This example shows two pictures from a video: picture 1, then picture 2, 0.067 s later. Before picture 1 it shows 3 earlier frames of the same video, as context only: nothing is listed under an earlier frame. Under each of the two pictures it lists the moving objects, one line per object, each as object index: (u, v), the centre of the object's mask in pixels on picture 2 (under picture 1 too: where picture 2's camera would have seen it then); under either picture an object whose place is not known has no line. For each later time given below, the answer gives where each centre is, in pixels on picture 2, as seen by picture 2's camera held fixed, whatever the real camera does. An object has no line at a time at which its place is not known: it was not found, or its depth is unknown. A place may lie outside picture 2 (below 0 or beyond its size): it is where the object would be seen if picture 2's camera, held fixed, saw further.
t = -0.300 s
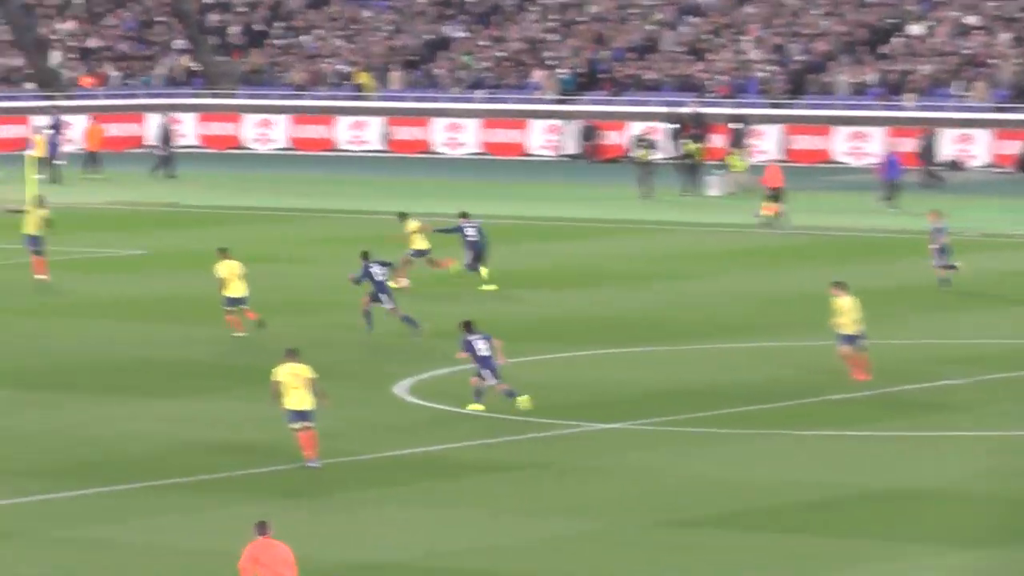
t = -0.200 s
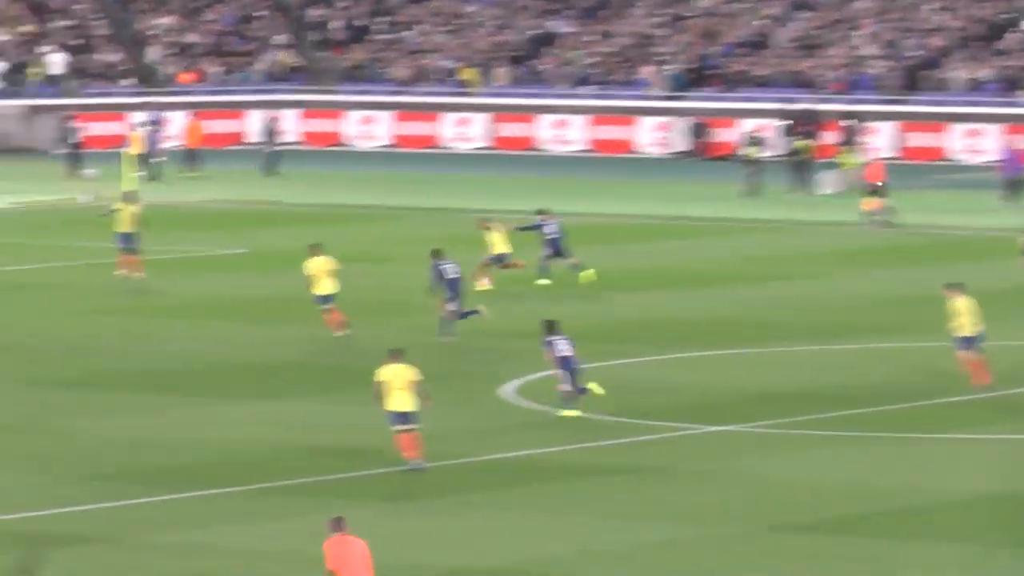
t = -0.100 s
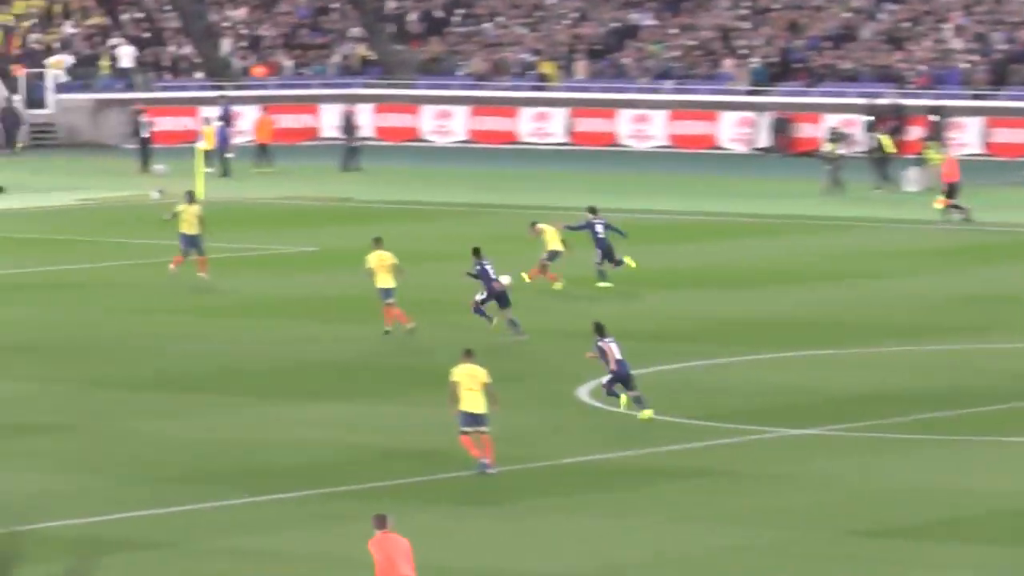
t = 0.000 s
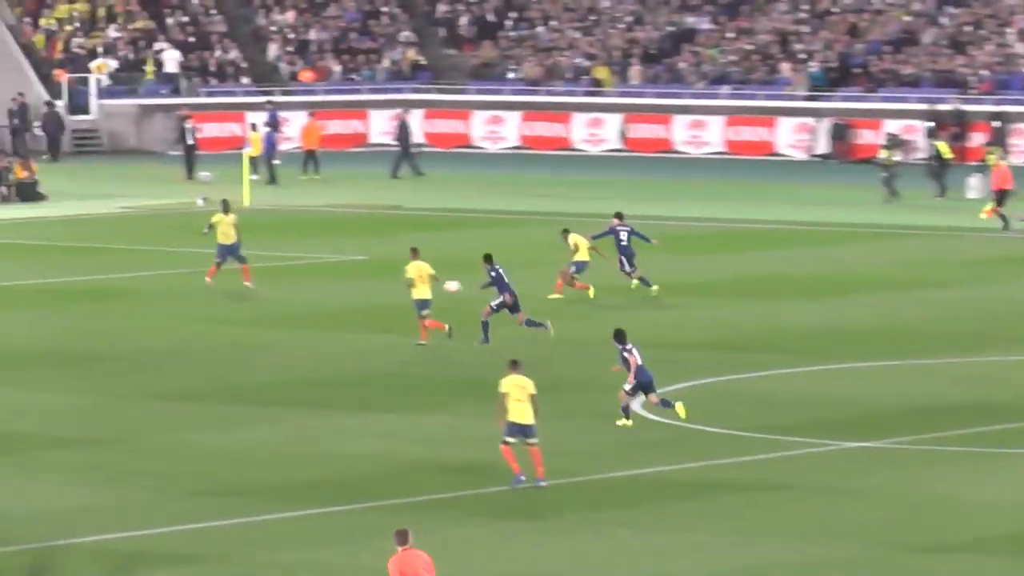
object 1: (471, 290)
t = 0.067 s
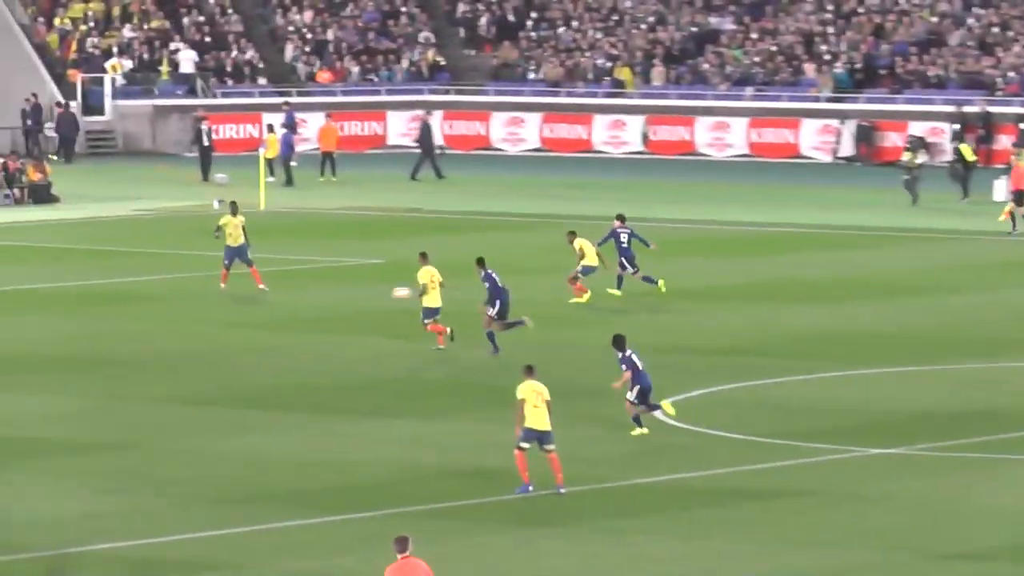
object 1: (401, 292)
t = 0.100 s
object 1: (366, 295)
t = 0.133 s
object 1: (333, 299)
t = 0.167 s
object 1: (299, 304)
